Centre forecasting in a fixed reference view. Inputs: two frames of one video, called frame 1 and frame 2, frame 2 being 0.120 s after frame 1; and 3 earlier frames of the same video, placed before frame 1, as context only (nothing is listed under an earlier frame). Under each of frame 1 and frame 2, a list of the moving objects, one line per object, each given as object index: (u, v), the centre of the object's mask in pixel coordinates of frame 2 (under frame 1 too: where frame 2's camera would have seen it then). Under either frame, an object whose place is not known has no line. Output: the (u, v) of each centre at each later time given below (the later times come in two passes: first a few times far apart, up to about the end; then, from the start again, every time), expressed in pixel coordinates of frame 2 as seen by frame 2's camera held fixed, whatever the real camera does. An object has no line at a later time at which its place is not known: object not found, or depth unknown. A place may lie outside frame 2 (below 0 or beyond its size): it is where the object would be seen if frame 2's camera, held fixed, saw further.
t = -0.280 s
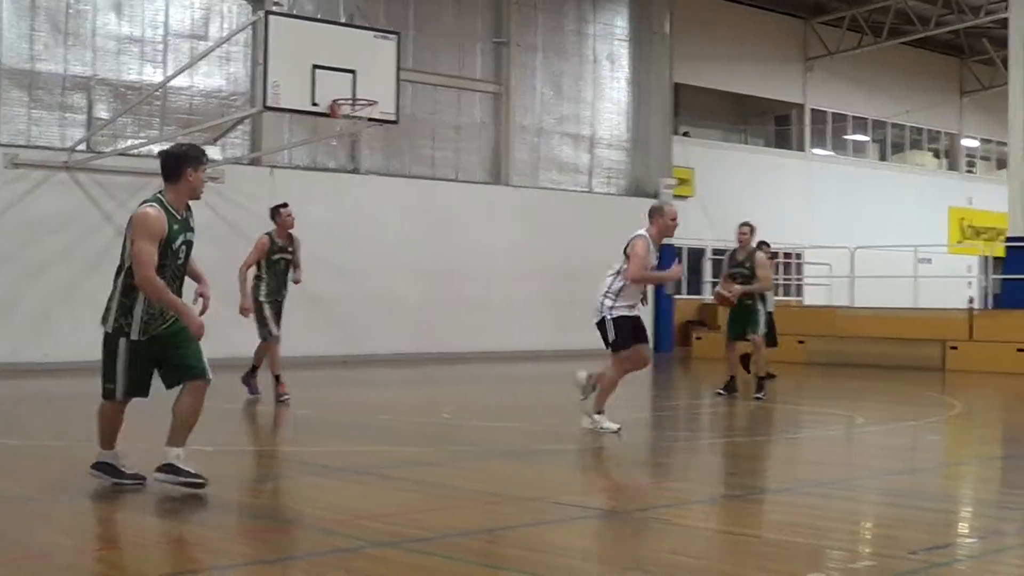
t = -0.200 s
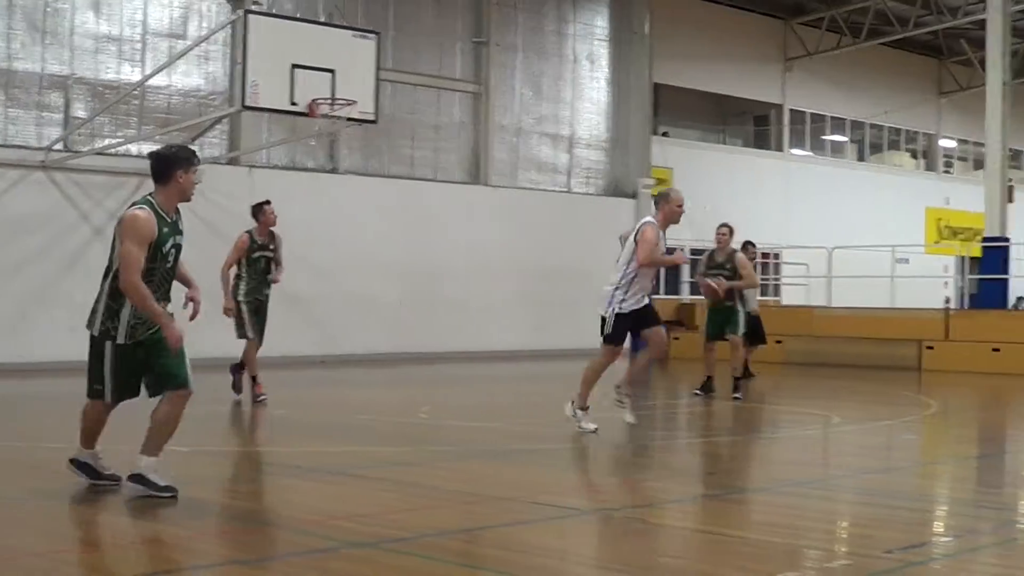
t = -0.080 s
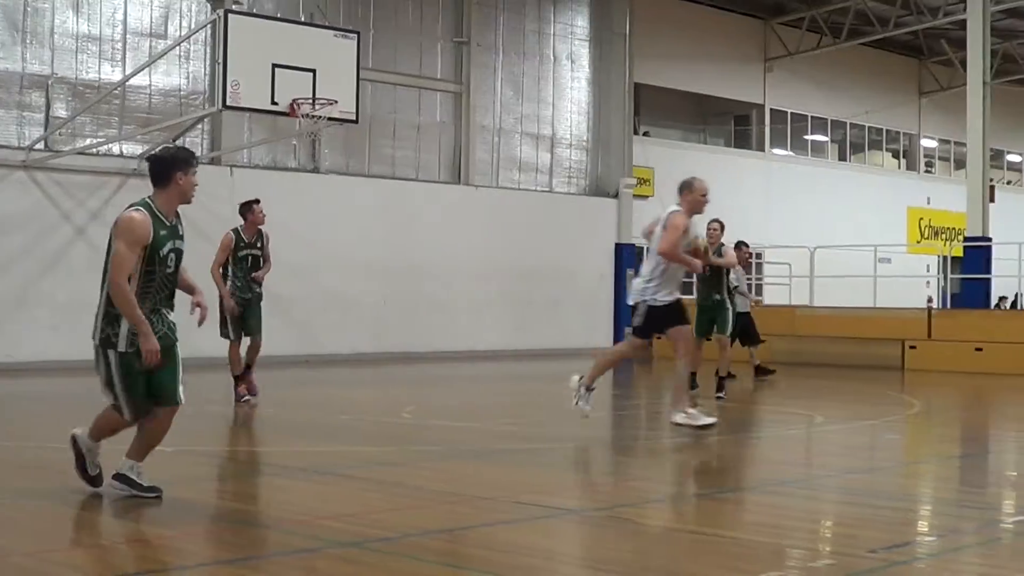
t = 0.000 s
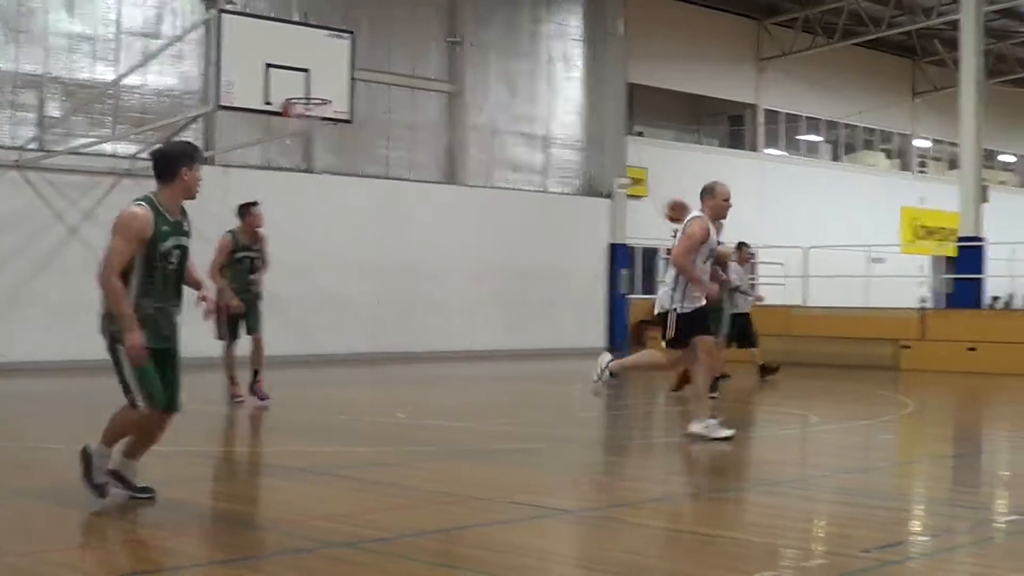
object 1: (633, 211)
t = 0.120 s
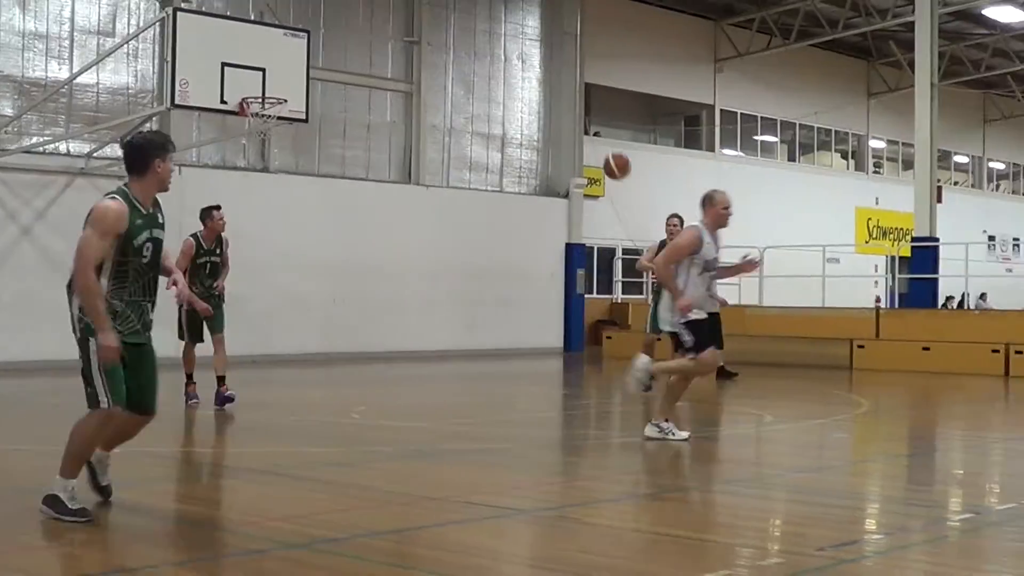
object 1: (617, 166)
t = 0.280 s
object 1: (590, 119)
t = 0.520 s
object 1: (538, 95)
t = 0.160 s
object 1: (610, 152)
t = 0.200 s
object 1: (603, 140)
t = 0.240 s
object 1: (597, 128)
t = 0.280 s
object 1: (590, 119)
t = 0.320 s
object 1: (583, 111)
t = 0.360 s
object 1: (575, 103)
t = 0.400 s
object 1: (566, 98)
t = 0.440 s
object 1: (556, 94)
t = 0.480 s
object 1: (548, 94)
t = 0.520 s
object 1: (538, 95)
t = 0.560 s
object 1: (527, 98)
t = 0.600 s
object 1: (515, 106)
